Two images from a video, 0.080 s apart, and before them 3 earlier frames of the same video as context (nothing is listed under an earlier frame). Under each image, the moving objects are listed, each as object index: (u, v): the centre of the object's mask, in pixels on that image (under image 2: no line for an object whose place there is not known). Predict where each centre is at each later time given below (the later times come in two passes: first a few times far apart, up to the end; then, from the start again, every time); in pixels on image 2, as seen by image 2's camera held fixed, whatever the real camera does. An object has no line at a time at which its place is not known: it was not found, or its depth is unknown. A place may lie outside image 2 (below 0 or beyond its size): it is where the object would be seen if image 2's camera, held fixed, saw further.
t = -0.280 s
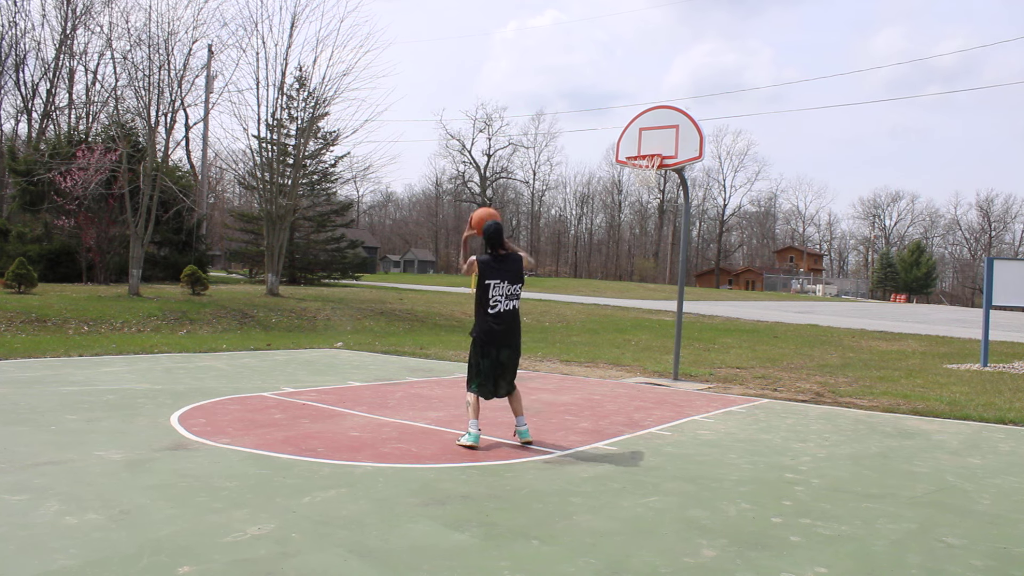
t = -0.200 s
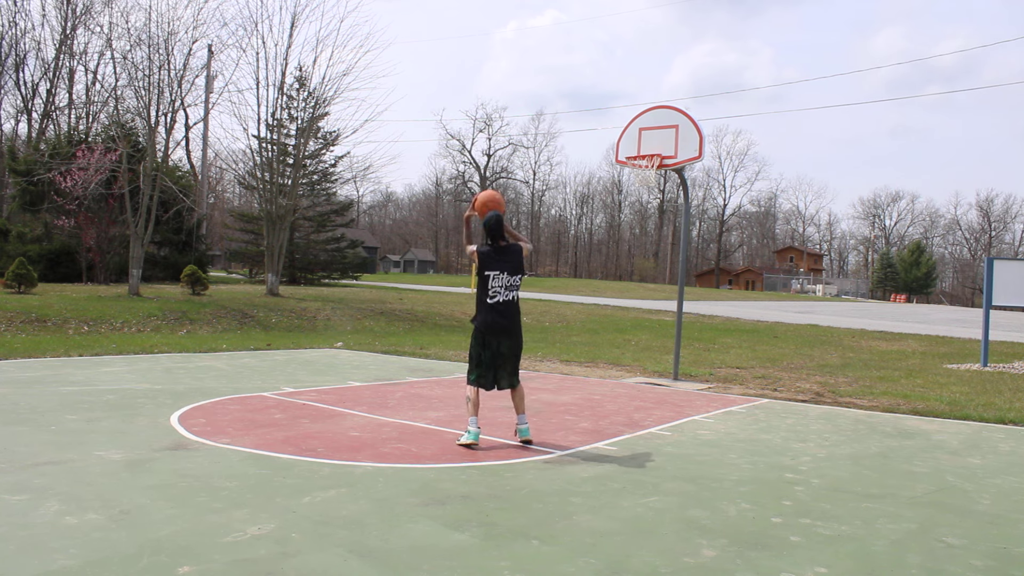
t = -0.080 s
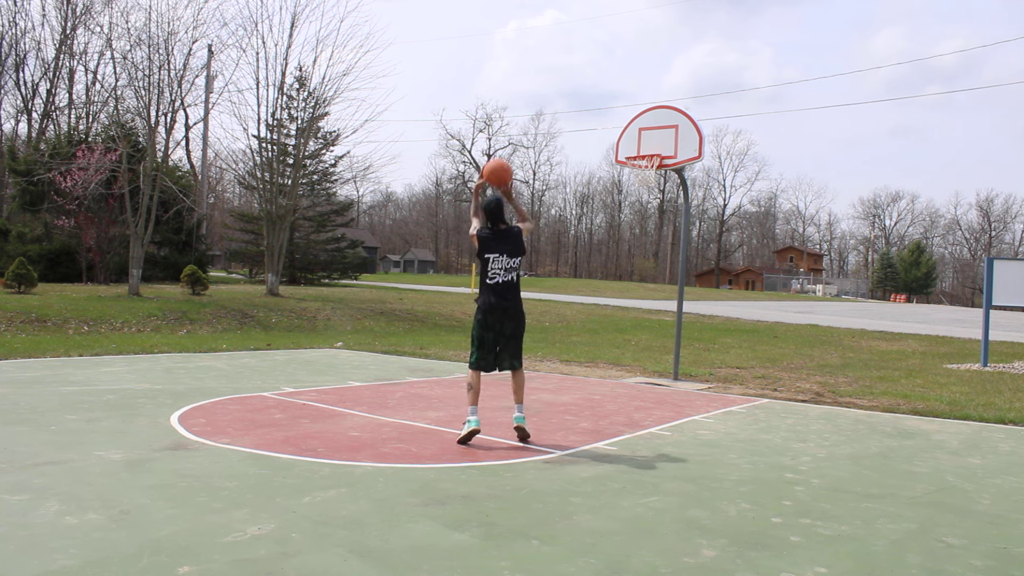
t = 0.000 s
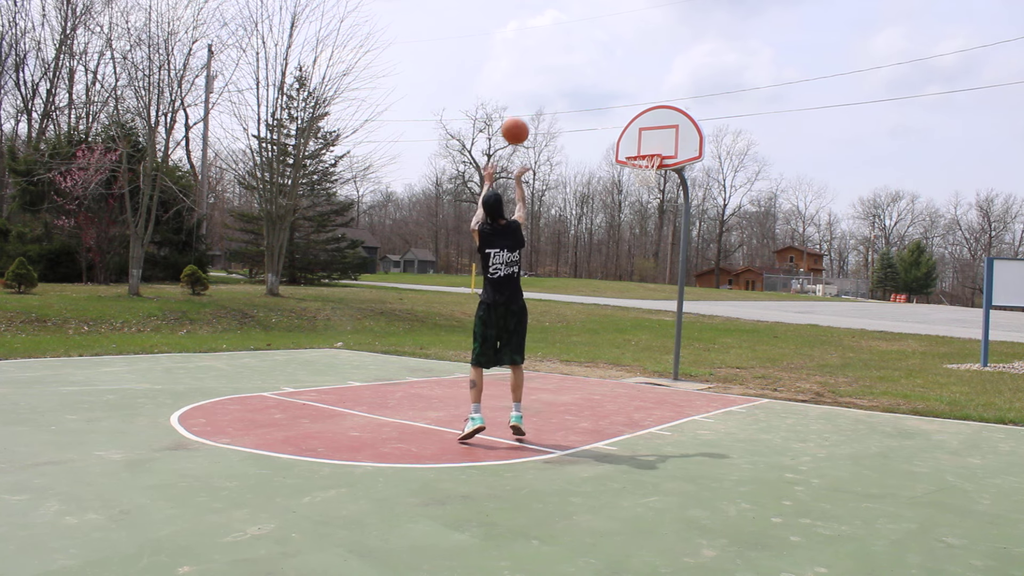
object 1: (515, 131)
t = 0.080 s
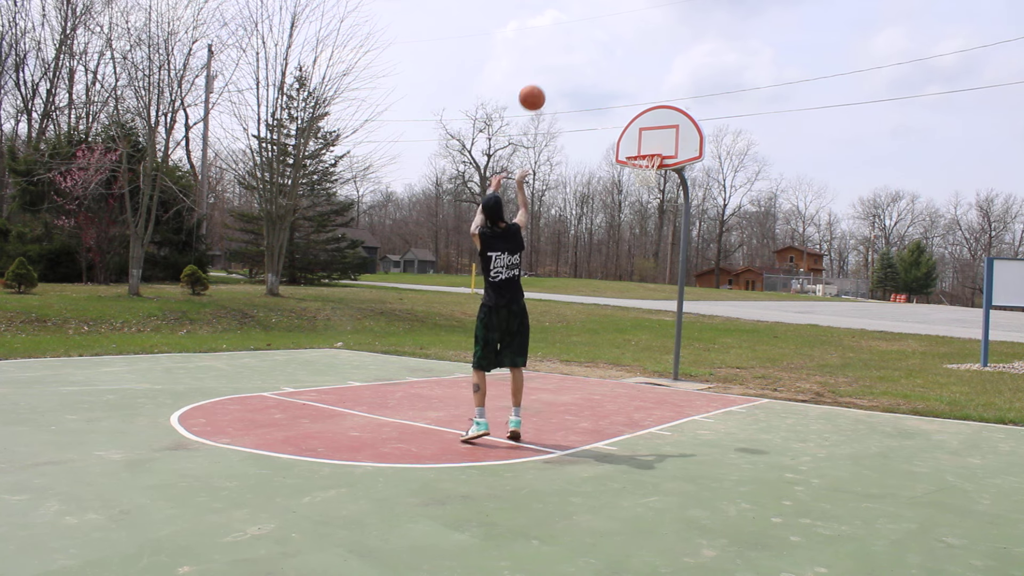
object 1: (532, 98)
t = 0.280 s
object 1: (567, 54)
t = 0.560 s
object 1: (602, 62)
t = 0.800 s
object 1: (623, 115)
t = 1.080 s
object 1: (648, 162)
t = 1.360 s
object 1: (640, 189)
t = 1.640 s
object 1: (639, 249)
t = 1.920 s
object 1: (636, 363)
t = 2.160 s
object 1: (656, 303)
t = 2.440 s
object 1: (664, 263)
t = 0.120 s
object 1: (540, 84)
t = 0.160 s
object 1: (547, 74)
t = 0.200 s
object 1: (554, 65)
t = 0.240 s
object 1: (560, 59)
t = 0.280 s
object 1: (567, 54)
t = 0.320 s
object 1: (573, 51)
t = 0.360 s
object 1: (578, 49)
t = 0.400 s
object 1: (583, 49)
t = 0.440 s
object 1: (588, 50)
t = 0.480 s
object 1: (593, 53)
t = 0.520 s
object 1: (598, 57)
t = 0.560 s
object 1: (602, 62)
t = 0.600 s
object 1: (606, 68)
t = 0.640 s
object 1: (610, 76)
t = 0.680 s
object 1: (613, 84)
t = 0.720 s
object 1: (617, 94)
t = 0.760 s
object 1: (620, 104)
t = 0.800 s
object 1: (623, 115)
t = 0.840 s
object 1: (626, 128)
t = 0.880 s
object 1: (629, 140)
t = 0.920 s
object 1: (633, 150)
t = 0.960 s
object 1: (640, 152)
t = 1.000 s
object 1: (647, 155)
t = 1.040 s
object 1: (652, 160)
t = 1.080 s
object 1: (648, 162)
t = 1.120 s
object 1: (647, 164)
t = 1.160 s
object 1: (646, 164)
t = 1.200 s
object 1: (643, 165)
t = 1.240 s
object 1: (641, 172)
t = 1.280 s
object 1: (639, 175)
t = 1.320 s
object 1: (641, 182)
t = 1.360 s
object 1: (640, 189)
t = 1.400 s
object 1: (640, 192)
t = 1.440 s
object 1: (640, 198)
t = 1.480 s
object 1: (640, 206)
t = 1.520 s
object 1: (640, 215)
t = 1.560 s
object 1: (640, 225)
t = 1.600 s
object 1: (639, 237)
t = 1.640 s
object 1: (639, 249)
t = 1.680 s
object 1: (639, 262)
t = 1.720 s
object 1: (638, 276)
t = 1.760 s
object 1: (638, 292)
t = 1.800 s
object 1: (637, 309)
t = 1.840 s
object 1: (637, 326)
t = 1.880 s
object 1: (636, 344)
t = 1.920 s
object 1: (636, 363)
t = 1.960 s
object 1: (637, 368)
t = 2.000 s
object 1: (641, 353)
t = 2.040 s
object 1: (645, 338)
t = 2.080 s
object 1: (649, 325)
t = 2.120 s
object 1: (652, 314)
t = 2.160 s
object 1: (656, 303)
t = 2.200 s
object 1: (660, 294)
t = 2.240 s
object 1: (663, 285)
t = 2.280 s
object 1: (666, 278)
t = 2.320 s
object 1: (670, 272)
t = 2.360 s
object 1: (669, 268)
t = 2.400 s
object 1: (667, 265)
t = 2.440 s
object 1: (664, 263)
